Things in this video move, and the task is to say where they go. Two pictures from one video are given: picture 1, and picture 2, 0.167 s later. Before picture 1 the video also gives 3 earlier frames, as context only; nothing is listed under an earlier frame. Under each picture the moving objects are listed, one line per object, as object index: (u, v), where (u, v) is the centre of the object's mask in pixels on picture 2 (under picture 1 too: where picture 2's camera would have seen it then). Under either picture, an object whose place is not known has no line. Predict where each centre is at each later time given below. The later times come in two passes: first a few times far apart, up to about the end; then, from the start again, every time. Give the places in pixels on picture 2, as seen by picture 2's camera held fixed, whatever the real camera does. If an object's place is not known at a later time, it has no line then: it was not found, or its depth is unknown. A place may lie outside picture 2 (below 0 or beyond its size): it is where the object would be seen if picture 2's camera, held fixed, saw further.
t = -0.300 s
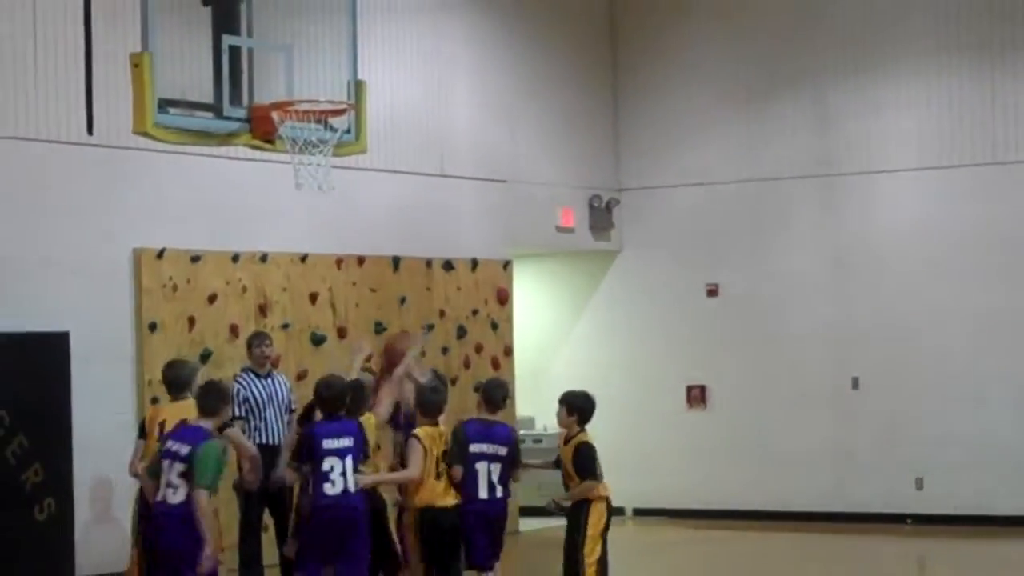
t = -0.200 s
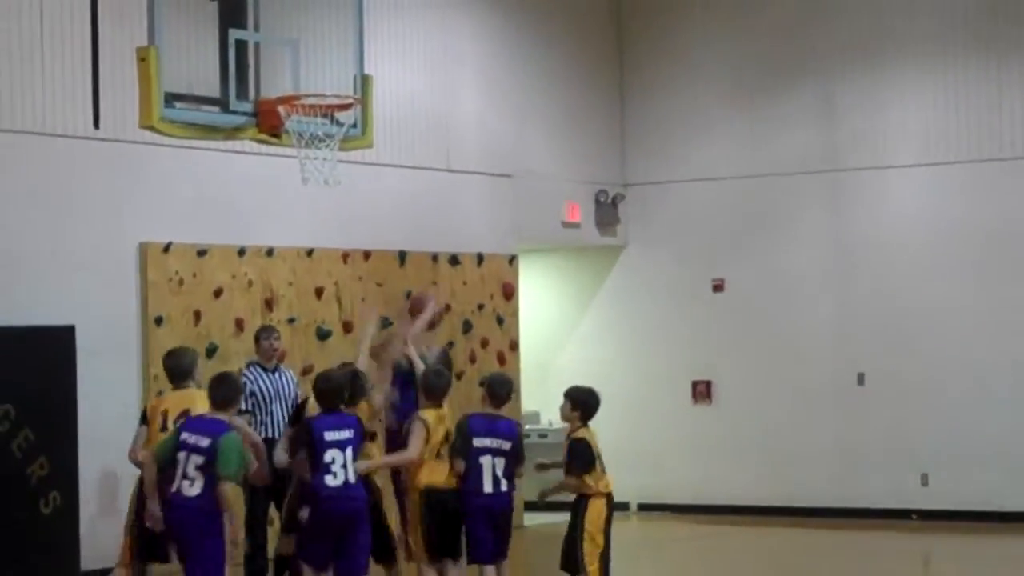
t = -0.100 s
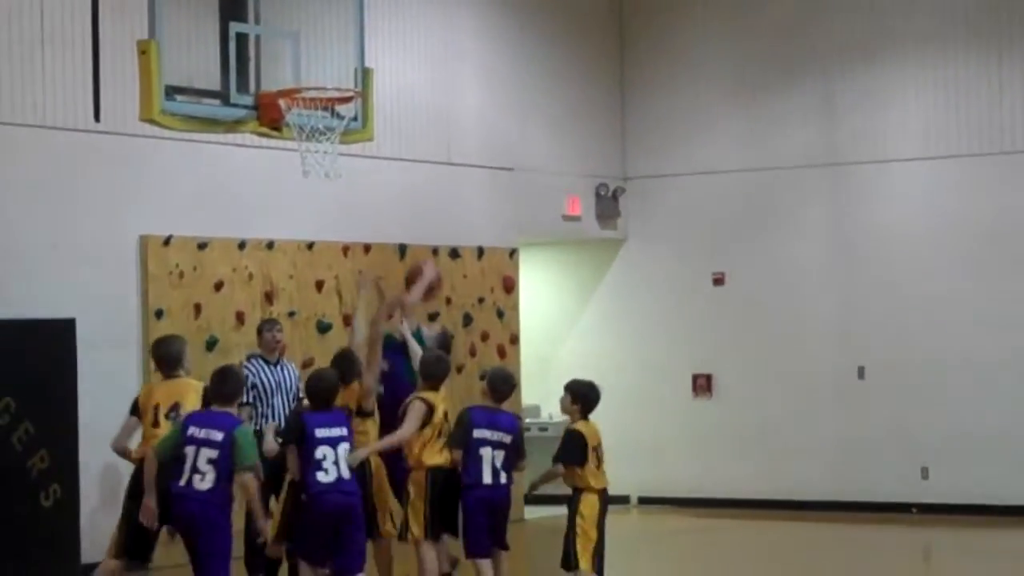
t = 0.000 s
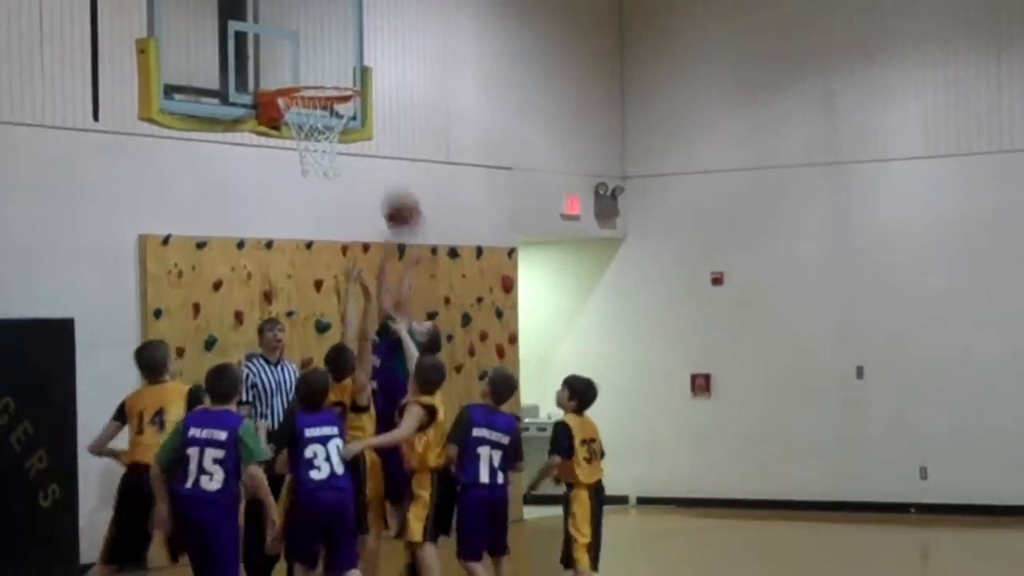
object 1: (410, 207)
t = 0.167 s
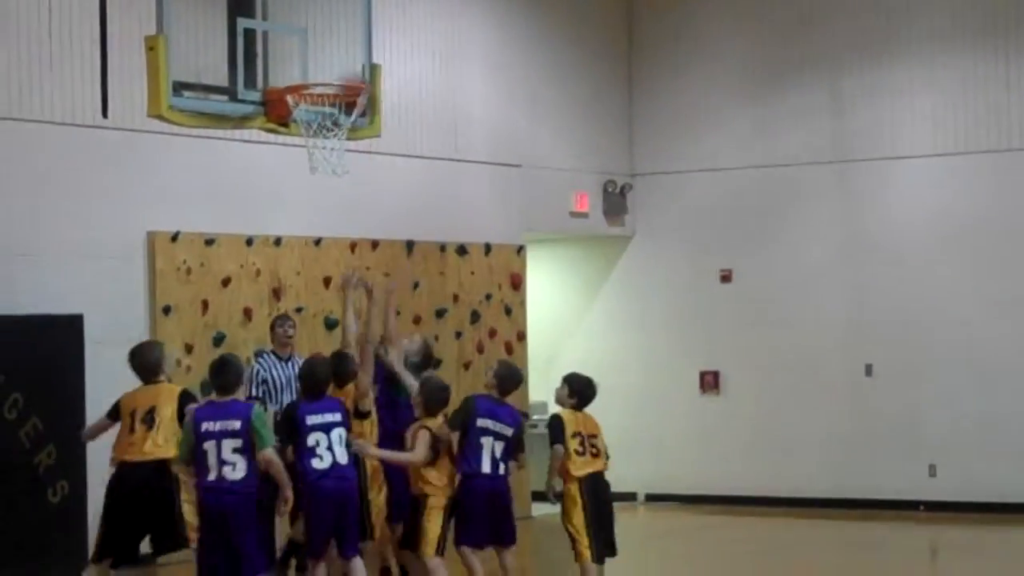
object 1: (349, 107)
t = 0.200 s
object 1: (345, 72)
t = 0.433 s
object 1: (335, 37)
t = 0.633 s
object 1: (343, 82)
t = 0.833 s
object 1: (342, 151)
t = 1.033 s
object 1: (335, 243)
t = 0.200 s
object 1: (345, 72)
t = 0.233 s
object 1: (333, 61)
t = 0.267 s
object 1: (330, 51)
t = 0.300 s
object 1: (331, 45)
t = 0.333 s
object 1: (331, 40)
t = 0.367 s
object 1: (333, 37)
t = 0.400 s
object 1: (334, 37)
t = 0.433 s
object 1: (335, 37)
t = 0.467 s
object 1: (335, 39)
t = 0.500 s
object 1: (336, 44)
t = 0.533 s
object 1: (338, 50)
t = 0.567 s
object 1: (339, 58)
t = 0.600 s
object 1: (340, 66)
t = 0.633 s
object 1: (343, 82)
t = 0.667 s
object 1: (343, 95)
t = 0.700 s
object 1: (344, 110)
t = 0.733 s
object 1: (346, 118)
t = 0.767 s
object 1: (343, 131)
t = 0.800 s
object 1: (342, 139)
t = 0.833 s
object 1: (342, 151)
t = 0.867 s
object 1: (340, 159)
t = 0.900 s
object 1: (339, 171)
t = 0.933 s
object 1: (338, 186)
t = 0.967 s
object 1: (337, 203)
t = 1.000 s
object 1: (336, 221)
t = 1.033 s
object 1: (335, 243)
